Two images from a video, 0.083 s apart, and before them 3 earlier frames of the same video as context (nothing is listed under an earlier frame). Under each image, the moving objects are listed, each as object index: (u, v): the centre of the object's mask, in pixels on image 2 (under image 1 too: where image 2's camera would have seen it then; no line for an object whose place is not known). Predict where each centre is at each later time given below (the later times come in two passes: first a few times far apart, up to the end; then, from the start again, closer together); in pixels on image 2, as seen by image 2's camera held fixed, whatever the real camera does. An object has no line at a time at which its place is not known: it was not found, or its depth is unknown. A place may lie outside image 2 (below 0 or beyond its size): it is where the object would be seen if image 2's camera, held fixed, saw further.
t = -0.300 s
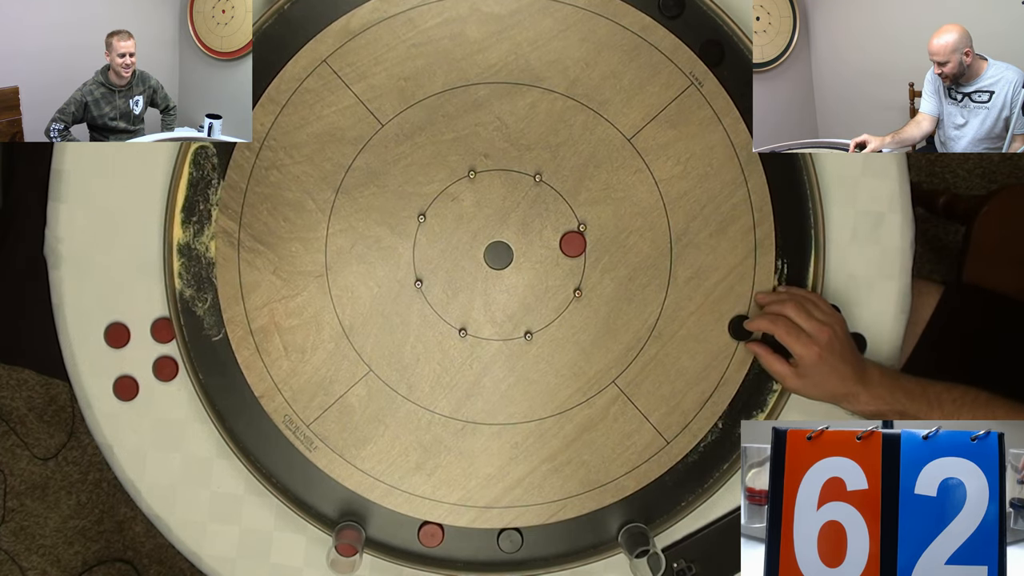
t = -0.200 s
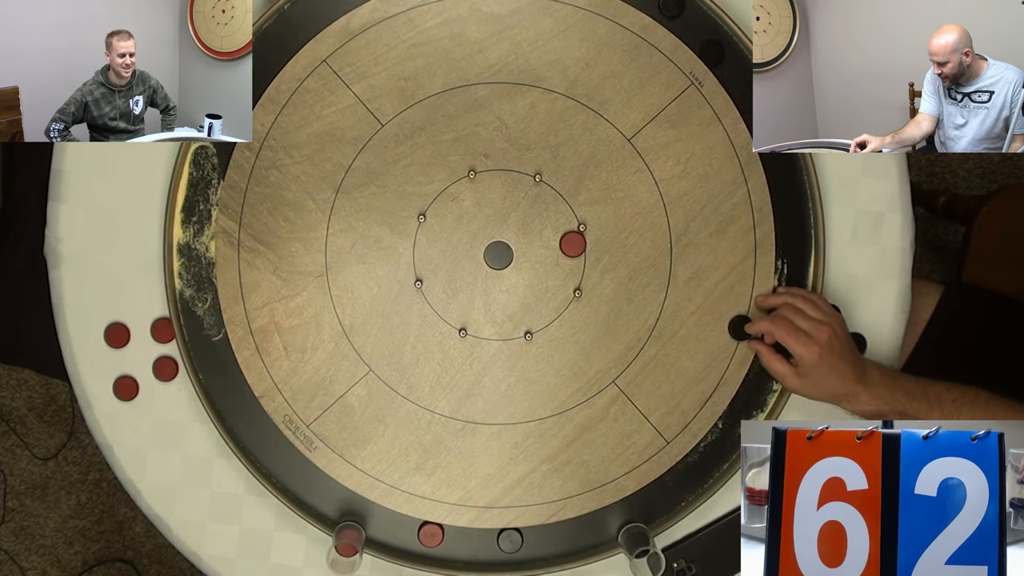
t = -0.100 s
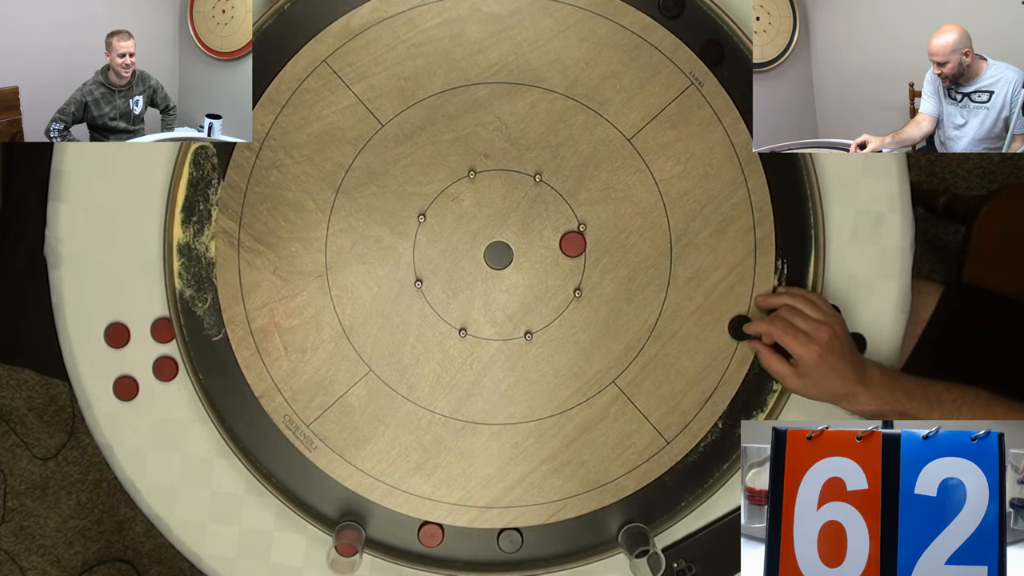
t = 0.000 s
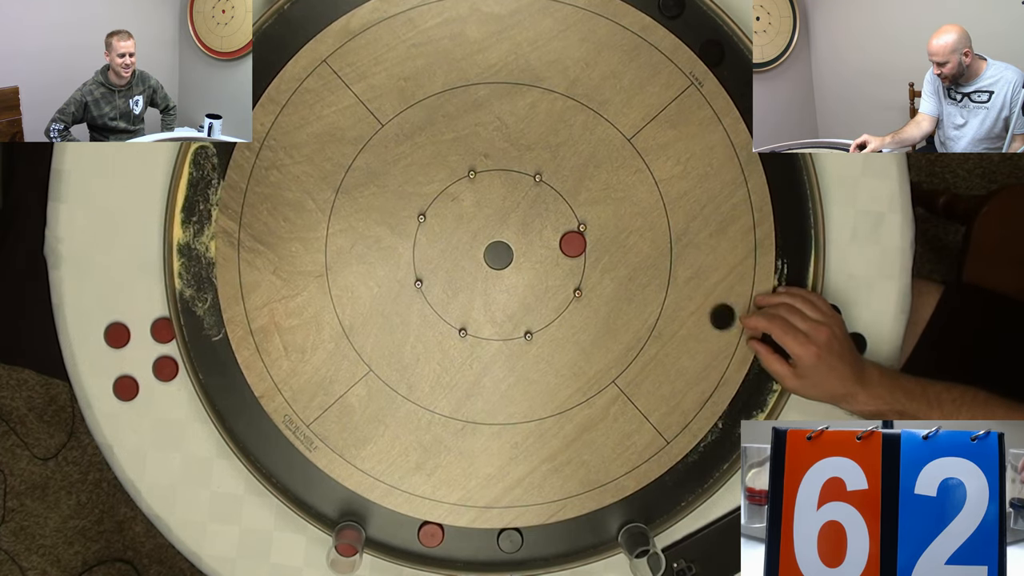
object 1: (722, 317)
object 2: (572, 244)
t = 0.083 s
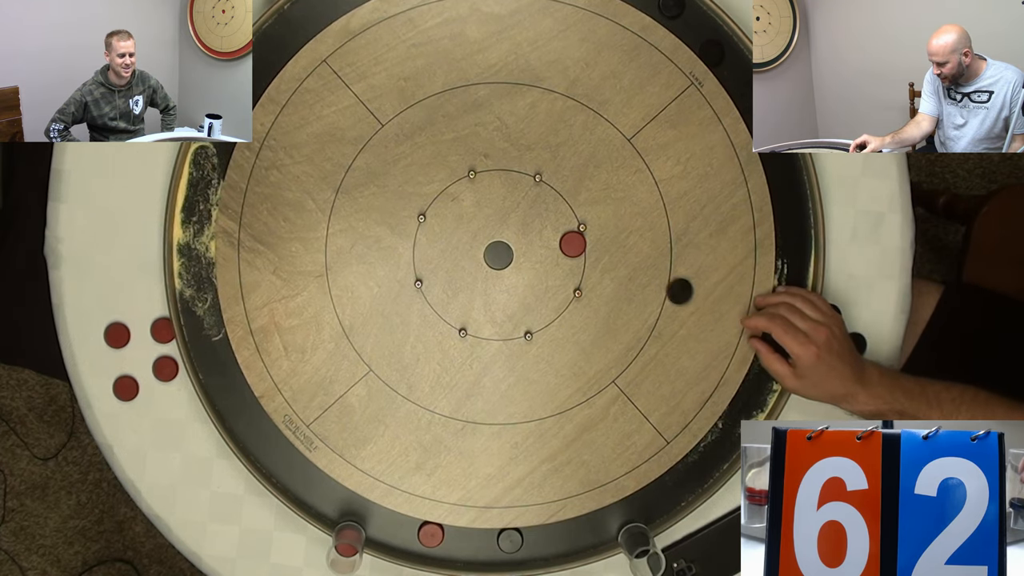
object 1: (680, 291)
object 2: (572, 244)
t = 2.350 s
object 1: (603, 228)
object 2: (505, 241)
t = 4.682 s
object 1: (603, 228)
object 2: (506, 241)
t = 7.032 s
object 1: (603, 228)
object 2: (506, 241)
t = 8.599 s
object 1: (603, 228)
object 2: (505, 241)
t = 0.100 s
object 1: (671, 286)
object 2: (572, 244)
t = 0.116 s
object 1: (664, 281)
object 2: (572, 244)
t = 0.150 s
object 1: (649, 273)
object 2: (572, 244)
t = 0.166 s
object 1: (642, 268)
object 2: (572, 244)
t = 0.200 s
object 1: (628, 260)
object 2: (572, 244)
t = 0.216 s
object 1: (621, 256)
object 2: (572, 244)
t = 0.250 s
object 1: (609, 249)
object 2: (572, 244)
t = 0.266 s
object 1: (604, 246)
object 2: (573, 244)
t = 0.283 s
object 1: (600, 243)
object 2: (571, 244)
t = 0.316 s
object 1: (599, 237)
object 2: (562, 243)
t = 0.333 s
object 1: (598, 235)
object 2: (557, 243)
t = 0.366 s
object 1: (599, 232)
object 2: (549, 242)
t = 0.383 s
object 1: (600, 231)
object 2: (545, 242)
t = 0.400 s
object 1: (601, 230)
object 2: (542, 242)
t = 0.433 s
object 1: (602, 229)
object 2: (535, 241)
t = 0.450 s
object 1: (602, 229)
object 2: (532, 241)
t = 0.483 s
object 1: (603, 228)
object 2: (526, 241)
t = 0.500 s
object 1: (603, 228)
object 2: (524, 241)
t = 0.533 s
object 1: (603, 228)
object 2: (519, 241)
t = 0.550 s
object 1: (603, 228)
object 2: (517, 241)
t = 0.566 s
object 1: (603, 228)
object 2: (515, 241)
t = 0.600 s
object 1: (603, 228)
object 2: (512, 240)
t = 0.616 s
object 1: (603, 228)
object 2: (511, 240)
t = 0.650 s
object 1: (603, 228)
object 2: (508, 240)
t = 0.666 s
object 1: (603, 228)
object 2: (507, 240)
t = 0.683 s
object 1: (603, 228)
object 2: (506, 240)
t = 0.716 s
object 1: (603, 228)
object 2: (506, 241)
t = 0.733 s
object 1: (603, 228)
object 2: (506, 241)
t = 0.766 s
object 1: (603, 228)
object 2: (506, 241)
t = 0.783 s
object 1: (603, 228)
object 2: (506, 241)
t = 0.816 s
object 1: (603, 228)
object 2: (506, 241)
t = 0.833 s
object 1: (603, 228)
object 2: (506, 241)
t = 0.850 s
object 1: (603, 228)
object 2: (506, 241)
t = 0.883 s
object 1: (603, 228)
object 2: (506, 241)
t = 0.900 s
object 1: (603, 228)
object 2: (506, 241)
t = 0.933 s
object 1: (603, 228)
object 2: (505, 241)
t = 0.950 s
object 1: (603, 228)
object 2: (505, 241)
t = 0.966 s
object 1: (603, 228)
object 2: (506, 241)
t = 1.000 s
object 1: (603, 228)
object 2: (506, 241)
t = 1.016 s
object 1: (603, 228)
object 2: (506, 241)
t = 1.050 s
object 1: (603, 228)
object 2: (506, 241)
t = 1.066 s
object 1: (603, 228)
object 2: (506, 241)
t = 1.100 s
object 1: (603, 228)
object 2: (505, 241)
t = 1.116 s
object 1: (603, 228)
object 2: (505, 241)
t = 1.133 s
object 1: (603, 228)
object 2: (506, 241)
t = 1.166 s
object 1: (603, 228)
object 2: (506, 241)
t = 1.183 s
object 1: (603, 228)
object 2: (505, 241)
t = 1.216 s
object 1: (603, 228)
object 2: (505, 241)
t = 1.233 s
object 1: (603, 228)
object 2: (505, 241)
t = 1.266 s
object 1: (603, 228)
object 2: (506, 241)
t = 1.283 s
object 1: (603, 228)
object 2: (505, 241)
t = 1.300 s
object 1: (603, 228)
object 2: (506, 241)
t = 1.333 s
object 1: (603, 228)
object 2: (506, 241)
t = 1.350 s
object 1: (603, 228)
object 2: (505, 241)
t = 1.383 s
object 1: (603, 228)
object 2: (505, 241)
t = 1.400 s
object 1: (603, 228)
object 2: (506, 241)
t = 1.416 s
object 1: (603, 228)
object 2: (506, 241)
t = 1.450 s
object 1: (603, 228)
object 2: (505, 241)
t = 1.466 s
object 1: (603, 228)
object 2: (506, 241)
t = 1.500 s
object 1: (603, 228)
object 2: (505, 241)
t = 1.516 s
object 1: (603, 228)
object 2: (506, 241)
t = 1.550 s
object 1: (603, 228)
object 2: (506, 241)
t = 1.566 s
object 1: (603, 228)
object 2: (505, 241)
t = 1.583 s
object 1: (603, 228)
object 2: (506, 241)
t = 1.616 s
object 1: (603, 228)
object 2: (506, 241)
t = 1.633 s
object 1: (603, 228)
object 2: (505, 241)
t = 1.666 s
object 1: (603, 228)
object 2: (505, 241)
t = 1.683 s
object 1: (603, 228)
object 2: (505, 241)
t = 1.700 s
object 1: (603, 228)
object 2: (506, 241)
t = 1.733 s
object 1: (603, 228)
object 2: (505, 241)
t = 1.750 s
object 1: (603, 228)
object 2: (505, 241)
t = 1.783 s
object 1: (603, 228)
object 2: (506, 241)
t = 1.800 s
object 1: (603, 228)
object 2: (505, 241)
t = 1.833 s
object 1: (603, 228)
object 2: (505, 241)
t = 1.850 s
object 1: (603, 228)
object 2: (506, 241)
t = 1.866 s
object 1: (603, 228)
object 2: (505, 241)
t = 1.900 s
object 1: (603, 228)
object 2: (505, 241)
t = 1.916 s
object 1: (603, 228)
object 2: (506, 241)
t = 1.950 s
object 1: (603, 228)
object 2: (505, 241)
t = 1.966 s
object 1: (603, 228)
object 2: (505, 241)
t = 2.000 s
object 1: (603, 228)
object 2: (506, 241)
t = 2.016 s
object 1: (603, 228)
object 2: (505, 241)
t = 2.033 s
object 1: (603, 228)
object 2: (505, 241)
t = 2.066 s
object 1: (603, 228)
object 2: (505, 241)
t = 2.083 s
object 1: (603, 228)
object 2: (505, 241)
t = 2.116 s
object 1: (603, 228)
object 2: (505, 241)
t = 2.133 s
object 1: (603, 228)
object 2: (506, 241)
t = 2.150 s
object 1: (603, 228)
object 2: (505, 241)
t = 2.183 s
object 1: (603, 228)
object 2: (505, 241)
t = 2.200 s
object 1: (603, 228)
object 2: (505, 241)
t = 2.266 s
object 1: (603, 228)
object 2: (506, 241)
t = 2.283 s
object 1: (603, 228)
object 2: (505, 241)
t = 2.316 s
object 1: (603, 228)
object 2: (505, 241)
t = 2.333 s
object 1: (603, 228)
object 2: (505, 241)
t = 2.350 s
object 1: (603, 228)
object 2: (505, 241)
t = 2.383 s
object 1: (603, 228)
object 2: (505, 241)
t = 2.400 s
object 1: (603, 228)
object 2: (505, 241)
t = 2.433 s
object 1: (603, 228)
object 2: (505, 241)
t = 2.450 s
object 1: (603, 228)
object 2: (505, 241)
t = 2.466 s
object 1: (603, 228)
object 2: (505, 241)
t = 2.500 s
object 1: (603, 228)
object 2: (505, 241)
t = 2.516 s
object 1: (603, 228)
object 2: (505, 241)
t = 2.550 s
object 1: (603, 228)
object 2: (505, 241)
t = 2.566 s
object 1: (603, 228)
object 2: (505, 241)
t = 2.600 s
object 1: (603, 228)
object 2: (506, 241)
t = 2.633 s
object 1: (603, 228)
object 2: (505, 241)
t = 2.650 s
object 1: (603, 228)
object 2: (505, 241)
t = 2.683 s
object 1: (603, 228)
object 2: (505, 241)
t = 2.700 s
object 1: (603, 228)
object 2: (505, 241)
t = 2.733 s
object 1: (603, 228)
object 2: (505, 241)
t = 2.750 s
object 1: (603, 228)
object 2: (505, 241)
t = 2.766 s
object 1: (603, 228)
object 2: (505, 241)
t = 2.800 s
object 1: (603, 228)
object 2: (506, 241)
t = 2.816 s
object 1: (603, 228)
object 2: (505, 241)
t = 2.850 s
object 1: (603, 228)
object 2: (505, 241)
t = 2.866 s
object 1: (603, 228)
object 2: (505, 241)
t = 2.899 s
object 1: (603, 228)
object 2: (506, 241)
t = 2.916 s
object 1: (603, 228)
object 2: (505, 241)
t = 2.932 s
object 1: (603, 228)
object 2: (506, 241)
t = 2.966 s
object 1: (603, 228)
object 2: (506, 241)
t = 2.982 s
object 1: (603, 228)
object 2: (505, 241)
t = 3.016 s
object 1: (603, 228)
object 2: (506, 241)
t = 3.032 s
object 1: (603, 228)
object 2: (506, 241)
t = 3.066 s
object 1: (603, 228)
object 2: (505, 241)
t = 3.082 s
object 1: (603, 228)
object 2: (506, 241)
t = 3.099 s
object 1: (603, 228)
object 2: (506, 241)
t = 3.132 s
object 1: (603, 228)
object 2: (505, 241)
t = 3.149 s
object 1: (603, 228)
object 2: (506, 241)
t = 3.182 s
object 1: (603, 228)
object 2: (506, 241)
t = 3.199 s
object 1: (603, 228)
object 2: (505, 241)
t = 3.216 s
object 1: (603, 228)
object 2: (506, 241)
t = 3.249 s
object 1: (603, 228)
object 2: (506, 241)
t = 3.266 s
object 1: (603, 228)
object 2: (506, 241)
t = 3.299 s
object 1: (603, 228)
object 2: (505, 241)
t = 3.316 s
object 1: (603, 228)
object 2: (506, 241)
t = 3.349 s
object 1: (603, 228)
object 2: (506, 241)
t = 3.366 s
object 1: (603, 228)
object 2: (505, 241)
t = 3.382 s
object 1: (603, 228)
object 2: (505, 241)
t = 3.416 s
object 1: (603, 228)
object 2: (505, 241)
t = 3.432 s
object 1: (603, 228)
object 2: (505, 241)
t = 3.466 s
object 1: (603, 228)
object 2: (505, 241)
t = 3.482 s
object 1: (603, 228)
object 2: (505, 241)
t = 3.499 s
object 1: (603, 228)
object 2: (505, 241)
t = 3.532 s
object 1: (603, 228)
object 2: (505, 241)
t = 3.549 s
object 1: (603, 228)
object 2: (505, 241)
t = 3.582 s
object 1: (603, 228)
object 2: (505, 241)
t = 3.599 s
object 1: (603, 228)
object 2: (506, 241)
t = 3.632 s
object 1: (603, 228)
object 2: (505, 241)
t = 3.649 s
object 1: (603, 228)
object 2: (505, 241)
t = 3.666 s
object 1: (603, 228)
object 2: (505, 241)
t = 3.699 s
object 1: (603, 228)
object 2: (505, 241)
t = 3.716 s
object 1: (603, 228)
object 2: (505, 241)
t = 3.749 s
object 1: (603, 228)
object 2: (505, 241)
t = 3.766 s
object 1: (603, 228)
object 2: (506, 241)
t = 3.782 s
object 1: (603, 228)
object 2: (506, 241)
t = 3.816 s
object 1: (603, 228)
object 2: (506, 241)
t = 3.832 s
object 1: (603, 228)
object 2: (506, 241)
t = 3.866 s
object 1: (603, 228)
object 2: (506, 241)
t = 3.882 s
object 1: (603, 228)
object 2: (506, 241)
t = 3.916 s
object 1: (603, 228)
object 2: (506, 241)
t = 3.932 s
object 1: (603, 228)
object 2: (505, 241)
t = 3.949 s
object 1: (603, 228)
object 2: (505, 241)
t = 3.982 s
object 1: (603, 228)
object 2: (506, 241)
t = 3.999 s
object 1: (603, 228)
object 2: (505, 241)
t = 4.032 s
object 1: (603, 228)
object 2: (505, 241)
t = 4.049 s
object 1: (603, 228)
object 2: (505, 241)
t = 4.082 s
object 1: (603, 228)
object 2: (505, 241)
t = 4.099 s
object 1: (603, 228)
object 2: (505, 241)
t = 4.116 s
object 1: (603, 228)
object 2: (505, 241)
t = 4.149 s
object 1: (603, 228)
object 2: (505, 241)
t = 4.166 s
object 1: (603, 228)
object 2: (505, 241)
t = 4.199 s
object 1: (603, 228)
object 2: (505, 241)
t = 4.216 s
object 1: (603, 228)
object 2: (505, 241)
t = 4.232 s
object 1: (603, 228)
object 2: (505, 241)
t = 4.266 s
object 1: (603, 228)
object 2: (505, 241)
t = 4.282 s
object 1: (603, 228)
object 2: (505, 241)
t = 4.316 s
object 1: (603, 228)
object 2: (505, 241)
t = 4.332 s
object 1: (603, 228)
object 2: (505, 241)
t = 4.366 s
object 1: (603, 228)
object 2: (505, 241)
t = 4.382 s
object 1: (603, 228)
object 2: (505, 241)
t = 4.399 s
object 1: (603, 228)
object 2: (506, 241)
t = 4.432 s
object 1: (603, 228)
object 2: (506, 241)
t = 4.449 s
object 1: (603, 228)
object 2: (506, 241)
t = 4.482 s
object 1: (603, 228)
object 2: (506, 241)
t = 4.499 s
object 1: (603, 228)
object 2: (506, 241)
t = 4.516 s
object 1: (603, 228)
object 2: (506, 241)
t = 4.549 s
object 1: (603, 228)
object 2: (506, 241)
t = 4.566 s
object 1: (603, 228)
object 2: (506, 241)
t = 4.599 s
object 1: (603, 228)
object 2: (506, 241)
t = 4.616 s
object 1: (603, 228)
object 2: (506, 241)
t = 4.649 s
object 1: (603, 228)
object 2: (506, 241)
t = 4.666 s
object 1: (603, 228)
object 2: (506, 241)
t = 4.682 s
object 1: (603, 228)
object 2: (506, 241)
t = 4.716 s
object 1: (603, 228)
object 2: (506, 241)
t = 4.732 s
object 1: (603, 228)
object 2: (505, 241)
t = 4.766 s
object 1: (603, 228)
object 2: (505, 241)
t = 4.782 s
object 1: (603, 228)
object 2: (505, 241)
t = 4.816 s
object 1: (603, 228)
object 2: (505, 241)
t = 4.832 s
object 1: (603, 228)
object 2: (505, 241)
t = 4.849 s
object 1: (603, 228)
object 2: (505, 241)
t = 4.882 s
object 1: (603, 228)
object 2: (505, 241)
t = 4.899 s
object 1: (603, 228)
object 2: (505, 241)
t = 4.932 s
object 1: (603, 228)
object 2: (505, 241)
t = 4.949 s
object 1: (603, 228)
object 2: (505, 241)
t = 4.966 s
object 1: (603, 228)
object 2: (505, 241)
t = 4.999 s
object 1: (603, 228)
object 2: (505, 241)
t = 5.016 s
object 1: (603, 228)
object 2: (505, 241)
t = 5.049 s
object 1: (603, 228)
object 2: (505, 241)
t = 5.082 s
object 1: (603, 228)
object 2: (505, 241)
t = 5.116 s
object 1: (603, 228)
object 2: (505, 241)
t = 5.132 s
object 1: (603, 228)
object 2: (505, 241)
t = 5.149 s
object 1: (603, 228)
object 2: (505, 241)
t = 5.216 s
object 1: (603, 228)
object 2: (505, 241)
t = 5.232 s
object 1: (603, 228)
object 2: (505, 241)
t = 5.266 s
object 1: (603, 228)
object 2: (505, 241)
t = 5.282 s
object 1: (603, 228)
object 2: (505, 241)
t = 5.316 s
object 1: (603, 228)
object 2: (505, 241)
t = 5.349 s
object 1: (603, 228)
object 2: (506, 241)
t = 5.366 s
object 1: (603, 228)
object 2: (506, 241)
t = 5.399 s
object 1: (603, 228)
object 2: (506, 241)
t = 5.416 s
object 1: (603, 228)
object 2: (506, 241)
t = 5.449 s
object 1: (603, 228)
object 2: (506, 241)
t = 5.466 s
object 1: (603, 228)
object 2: (506, 241)
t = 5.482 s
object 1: (603, 228)
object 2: (506, 241)
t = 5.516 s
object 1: (603, 228)
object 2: (506, 241)
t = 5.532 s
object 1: (603, 228)
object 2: (505, 241)
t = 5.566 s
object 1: (603, 228)
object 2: (505, 241)
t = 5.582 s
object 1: (603, 228)
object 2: (505, 241)
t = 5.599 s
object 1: (603, 228)
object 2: (506, 241)
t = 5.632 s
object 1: (603, 228)
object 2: (505, 241)
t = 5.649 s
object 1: (603, 228)
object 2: (505, 241)
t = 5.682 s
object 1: (603, 228)
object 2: (505, 241)
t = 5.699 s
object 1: (603, 228)
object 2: (505, 241)
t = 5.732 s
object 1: (603, 228)
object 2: (505, 241)
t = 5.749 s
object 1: (603, 228)
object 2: (505, 241)
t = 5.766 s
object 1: (603, 228)
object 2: (505, 241)
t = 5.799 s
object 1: (603, 228)
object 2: (505, 241)
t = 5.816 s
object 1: (603, 228)
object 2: (505, 241)
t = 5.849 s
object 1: (603, 228)
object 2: (505, 241)
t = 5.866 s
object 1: (603, 228)
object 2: (505, 241)
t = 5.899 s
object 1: (603, 228)
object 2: (505, 241)
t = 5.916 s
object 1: (603, 228)
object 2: (505, 241)
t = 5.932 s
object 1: (603, 228)
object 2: (505, 241)
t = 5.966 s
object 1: (603, 228)
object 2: (506, 241)
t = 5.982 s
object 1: (603, 228)
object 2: (506, 241)
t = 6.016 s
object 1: (603, 228)
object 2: (506, 241)
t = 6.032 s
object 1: (603, 228)
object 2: (505, 241)
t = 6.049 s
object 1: (603, 228)
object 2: (506, 241)
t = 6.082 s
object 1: (603, 228)
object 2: (505, 241)
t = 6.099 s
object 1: (603, 228)
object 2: (505, 241)
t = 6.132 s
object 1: (603, 228)
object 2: (505, 241)
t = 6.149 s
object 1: (603, 228)
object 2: (505, 241)
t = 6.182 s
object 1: (603, 228)
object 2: (505, 241)
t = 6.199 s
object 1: (603, 228)
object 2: (506, 241)
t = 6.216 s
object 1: (603, 228)
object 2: (505, 241)
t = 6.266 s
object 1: (603, 228)
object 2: (505, 241)
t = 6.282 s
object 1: (603, 228)
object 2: (505, 241)
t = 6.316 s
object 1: (603, 228)
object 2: (505, 241)
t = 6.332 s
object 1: (603, 228)
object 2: (505, 241)
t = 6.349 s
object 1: (603, 228)
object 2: (505, 241)
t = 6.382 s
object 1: (603, 228)
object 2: (505, 241)
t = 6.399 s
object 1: (603, 228)
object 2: (505, 241)
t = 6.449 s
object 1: (603, 228)
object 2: (505, 241)
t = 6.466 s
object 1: (603, 228)
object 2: (505, 241)
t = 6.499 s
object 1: (603, 228)
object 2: (505, 241)
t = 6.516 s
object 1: (603, 228)
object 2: (505, 241)
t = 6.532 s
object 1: (603, 228)
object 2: (505, 241)
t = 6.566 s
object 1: (603, 228)
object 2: (506, 241)
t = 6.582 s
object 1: (603, 228)
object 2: (505, 241)
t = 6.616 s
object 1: (603, 228)
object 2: (505, 241)
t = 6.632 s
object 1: (603, 228)
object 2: (506, 241)
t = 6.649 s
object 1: (603, 228)
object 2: (506, 241)
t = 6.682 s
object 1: (603, 228)
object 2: (506, 241)
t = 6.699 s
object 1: (603, 228)
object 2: (506, 241)
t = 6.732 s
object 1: (603, 228)
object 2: (506, 241)
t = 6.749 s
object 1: (603, 228)
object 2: (506, 241)
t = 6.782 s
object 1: (603, 228)
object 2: (506, 241)
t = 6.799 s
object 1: (603, 228)
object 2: (506, 241)
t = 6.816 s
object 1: (603, 228)
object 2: (506, 241)
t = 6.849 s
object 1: (603, 228)
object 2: (506, 241)
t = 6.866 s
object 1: (603, 228)
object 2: (506, 241)
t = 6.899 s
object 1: (603, 228)
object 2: (506, 241)
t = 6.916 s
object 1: (603, 228)
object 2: (506, 241)
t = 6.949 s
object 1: (603, 228)
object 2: (506, 241)
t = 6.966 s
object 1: (603, 228)
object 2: (506, 241)
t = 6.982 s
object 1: (603, 228)
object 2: (506, 241)
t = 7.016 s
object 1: (603, 228)
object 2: (506, 241)
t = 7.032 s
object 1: (603, 228)
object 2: (506, 241)
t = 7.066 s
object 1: (603, 228)
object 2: (506, 241)
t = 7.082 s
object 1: (603, 228)
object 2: (506, 241)
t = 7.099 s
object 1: (603, 228)
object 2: (505, 241)
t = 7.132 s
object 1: (603, 228)
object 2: (505, 241)
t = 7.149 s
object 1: (603, 228)
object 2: (505, 241)
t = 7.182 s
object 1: (603, 228)
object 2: (505, 241)
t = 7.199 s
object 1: (603, 228)
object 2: (505, 241)
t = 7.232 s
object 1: (603, 228)
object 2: (505, 241)
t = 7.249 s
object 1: (603, 228)
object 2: (505, 241)
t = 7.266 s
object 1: (603, 228)
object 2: (505, 241)
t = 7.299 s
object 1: (603, 228)
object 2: (505, 241)
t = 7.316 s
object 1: (603, 228)
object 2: (505, 241)
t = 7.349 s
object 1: (603, 228)
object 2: (505, 241)
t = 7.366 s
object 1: (603, 228)
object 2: (505, 241)
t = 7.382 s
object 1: (603, 228)
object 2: (505, 241)
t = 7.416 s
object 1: (603, 228)
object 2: (505, 241)
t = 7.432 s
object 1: (603, 228)
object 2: (505, 241)
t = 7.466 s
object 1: (603, 228)
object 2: (505, 241)
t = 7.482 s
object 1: (603, 228)
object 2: (505, 241)
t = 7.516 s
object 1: (603, 228)
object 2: (505, 241)
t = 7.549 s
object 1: (603, 228)
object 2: (506, 241)
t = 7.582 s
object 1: (603, 228)
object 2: (506, 241)
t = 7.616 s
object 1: (603, 228)
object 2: (506, 241)
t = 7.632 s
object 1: (603, 228)
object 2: (506, 241)
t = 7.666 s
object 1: (603, 228)
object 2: (506, 241)
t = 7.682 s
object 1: (603, 228)
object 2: (506, 241)
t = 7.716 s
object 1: (603, 228)
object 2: (505, 241)
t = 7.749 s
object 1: (603, 228)
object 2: (506, 241)
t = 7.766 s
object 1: (603, 228)
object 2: (506, 241)
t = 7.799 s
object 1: (603, 228)
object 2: (506, 241)
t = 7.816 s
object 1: (603, 228)
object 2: (505, 241)
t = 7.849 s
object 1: (603, 228)
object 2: (505, 241)
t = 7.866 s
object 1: (603, 228)
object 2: (505, 241)
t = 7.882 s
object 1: (603, 228)
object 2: (505, 241)
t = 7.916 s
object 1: (603, 228)
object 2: (506, 241)
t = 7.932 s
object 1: (603, 228)
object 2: (505, 241)
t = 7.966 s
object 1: (603, 228)
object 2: (505, 241)
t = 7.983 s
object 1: (603, 228)
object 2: (505, 241)
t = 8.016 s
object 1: (603, 228)
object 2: (505, 241)
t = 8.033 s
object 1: (603, 228)
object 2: (505, 241)
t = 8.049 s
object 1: (603, 228)
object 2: (505, 241)
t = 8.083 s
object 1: (603, 228)
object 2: (505, 241)
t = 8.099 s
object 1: (603, 228)
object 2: (505, 241)
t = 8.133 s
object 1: (603, 228)
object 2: (505, 241)
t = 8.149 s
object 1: (603, 228)
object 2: (505, 241)
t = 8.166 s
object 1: (603, 228)
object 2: (506, 241)
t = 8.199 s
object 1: (603, 228)
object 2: (505, 241)
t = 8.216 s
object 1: (603, 228)
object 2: (505, 241)
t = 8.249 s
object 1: (603, 228)
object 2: (505, 241)
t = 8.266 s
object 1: (603, 228)
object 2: (505, 241)
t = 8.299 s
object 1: (603, 228)
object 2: (505, 241)
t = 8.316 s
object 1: (603, 228)
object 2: (505, 241)
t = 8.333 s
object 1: (603, 228)
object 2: (505, 241)
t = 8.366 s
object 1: (603, 228)
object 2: (505, 241)
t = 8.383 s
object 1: (603, 228)
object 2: (505, 241)
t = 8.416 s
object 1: (603, 228)
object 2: (505, 241)
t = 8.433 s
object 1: (603, 228)
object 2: (505, 241)
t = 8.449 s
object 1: (603, 228)
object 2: (505, 241)
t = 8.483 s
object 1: (603, 228)
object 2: (505, 241)
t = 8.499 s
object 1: (603, 228)
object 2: (505, 241)
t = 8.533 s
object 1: (603, 228)
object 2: (505, 241)
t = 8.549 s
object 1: (603, 228)
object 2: (505, 241)
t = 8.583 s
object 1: (603, 228)
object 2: (505, 241)
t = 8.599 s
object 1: (603, 228)
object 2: (505, 241)
